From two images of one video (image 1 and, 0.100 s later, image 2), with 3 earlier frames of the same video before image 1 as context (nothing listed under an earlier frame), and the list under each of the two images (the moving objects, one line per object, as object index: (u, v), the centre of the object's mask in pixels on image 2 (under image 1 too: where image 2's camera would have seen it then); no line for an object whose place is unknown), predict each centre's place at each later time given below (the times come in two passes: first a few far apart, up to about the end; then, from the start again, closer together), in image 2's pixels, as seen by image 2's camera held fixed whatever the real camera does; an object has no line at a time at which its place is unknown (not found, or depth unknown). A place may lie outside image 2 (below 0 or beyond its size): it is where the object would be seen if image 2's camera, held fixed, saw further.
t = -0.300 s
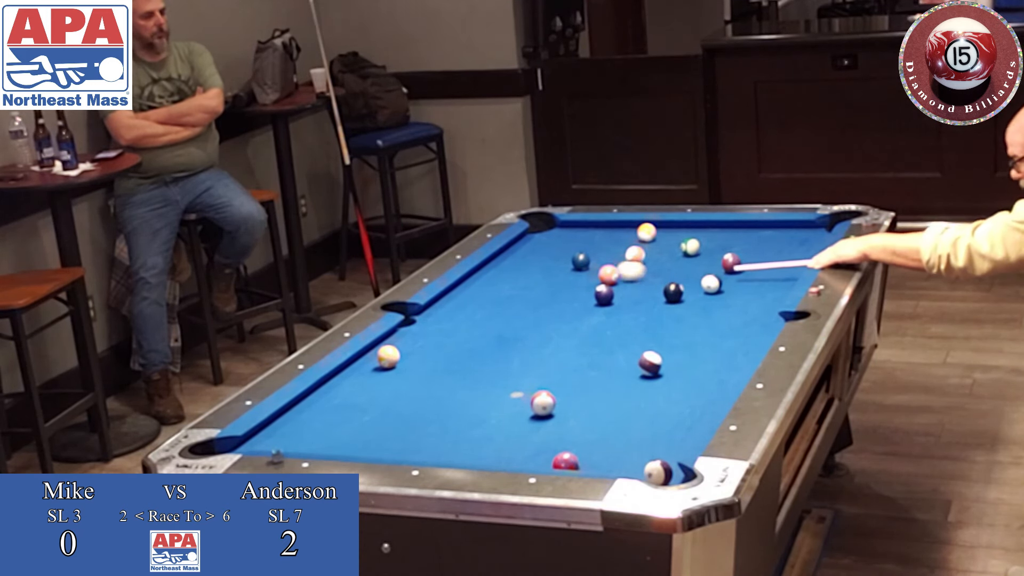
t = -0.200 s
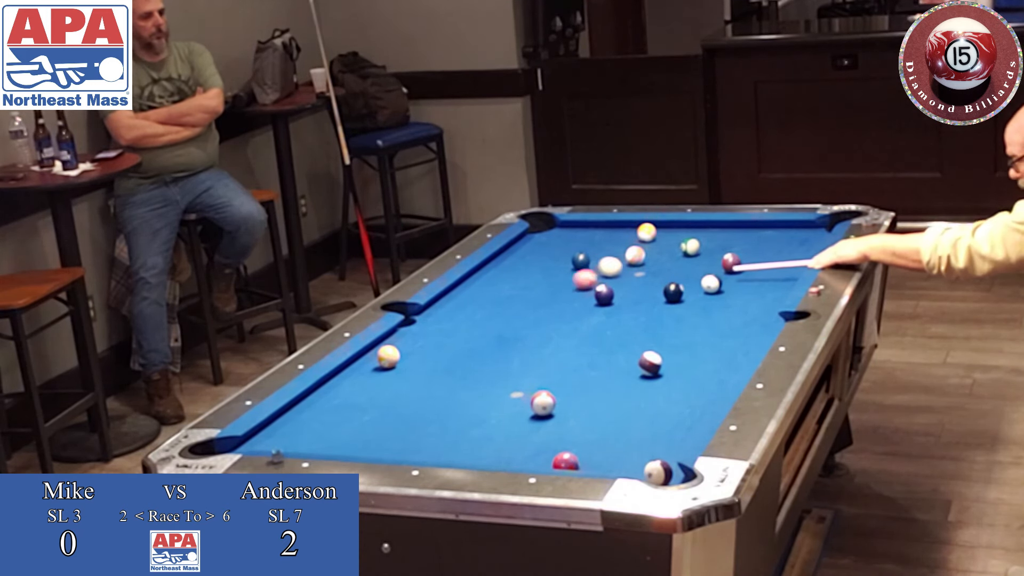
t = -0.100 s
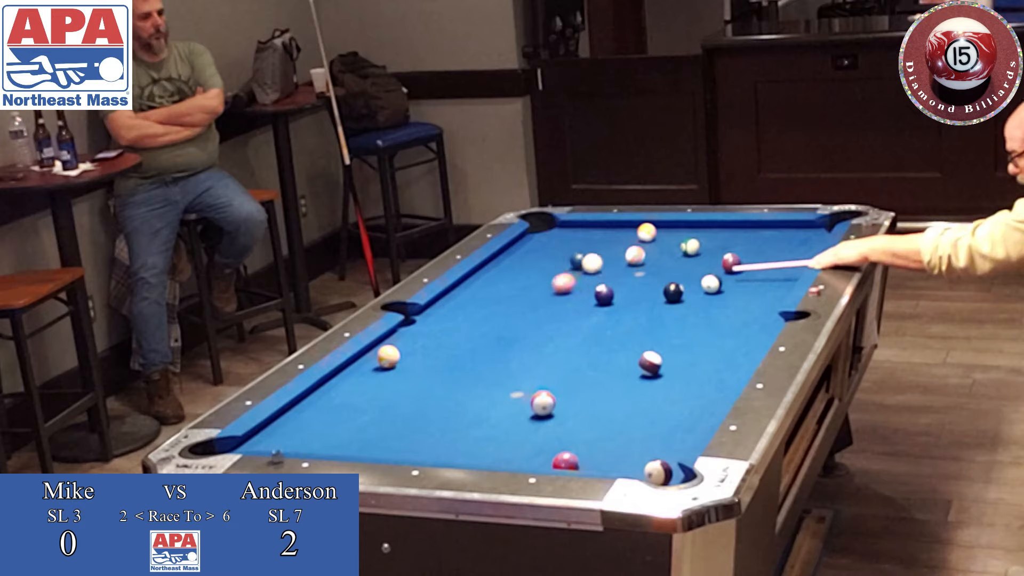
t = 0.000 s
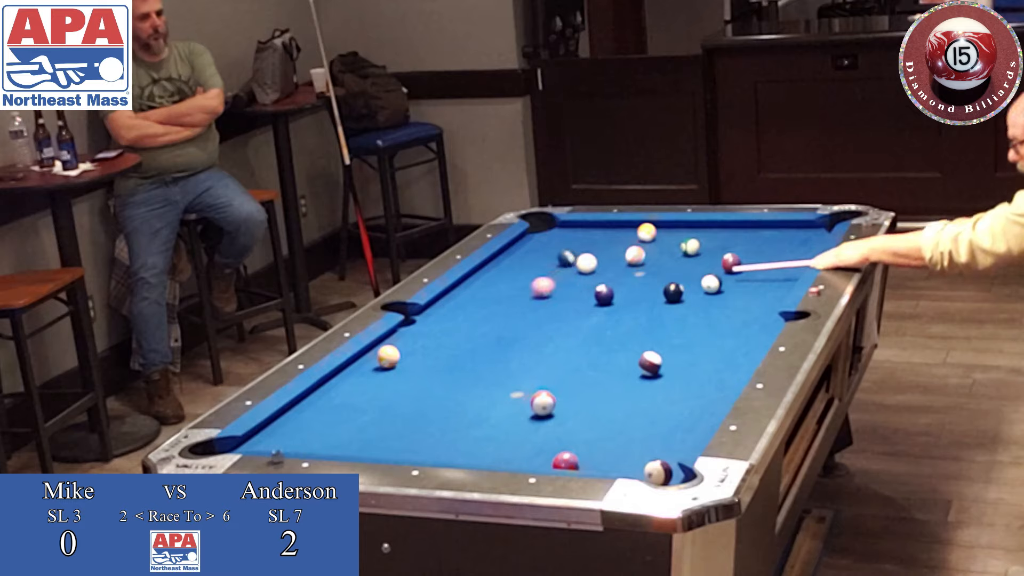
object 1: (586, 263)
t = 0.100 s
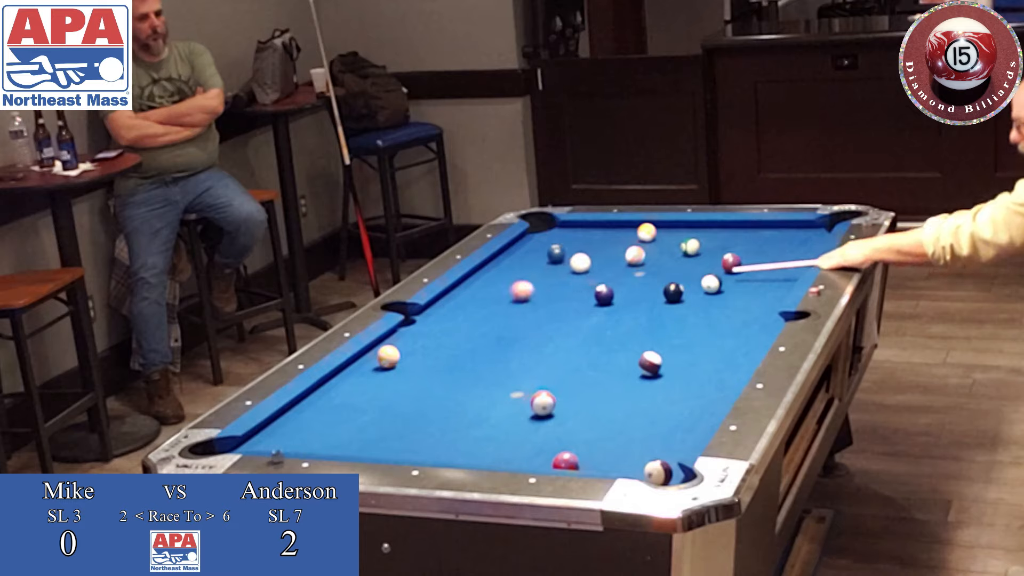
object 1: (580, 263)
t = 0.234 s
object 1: (572, 263)
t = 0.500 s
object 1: (557, 262)
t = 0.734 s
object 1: (546, 261)
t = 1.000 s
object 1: (535, 261)
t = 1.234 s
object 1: (526, 261)
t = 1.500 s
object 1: (519, 260)
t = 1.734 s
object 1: (515, 260)
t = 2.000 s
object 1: (511, 259)
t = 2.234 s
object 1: (509, 259)
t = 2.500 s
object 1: (508, 259)
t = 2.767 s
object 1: (508, 259)
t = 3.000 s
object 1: (508, 259)
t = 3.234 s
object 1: (508, 259)
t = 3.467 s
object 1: (508, 259)
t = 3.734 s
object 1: (508, 259)
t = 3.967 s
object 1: (508, 259)
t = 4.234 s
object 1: (508, 259)
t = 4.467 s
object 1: (508, 259)
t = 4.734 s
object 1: (508, 259)
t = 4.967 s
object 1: (508, 259)
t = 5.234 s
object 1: (508, 259)
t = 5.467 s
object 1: (508, 259)
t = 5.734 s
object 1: (508, 259)
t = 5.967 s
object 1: (508, 259)
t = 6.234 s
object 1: (508, 259)
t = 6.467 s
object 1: (508, 259)
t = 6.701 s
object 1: (508, 259)
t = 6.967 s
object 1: (508, 259)
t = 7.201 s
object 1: (508, 259)
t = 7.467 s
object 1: (508, 259)
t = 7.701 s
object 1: (508, 259)
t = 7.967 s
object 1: (508, 259)
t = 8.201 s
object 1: (508, 259)
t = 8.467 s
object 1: (508, 259)
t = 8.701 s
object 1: (508, 259)
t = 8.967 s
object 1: (508, 259)
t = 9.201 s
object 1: (508, 259)
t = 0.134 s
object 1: (578, 263)
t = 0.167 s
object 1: (576, 263)
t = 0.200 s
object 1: (574, 263)
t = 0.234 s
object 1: (572, 263)
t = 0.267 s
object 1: (570, 263)
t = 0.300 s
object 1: (568, 262)
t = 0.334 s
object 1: (567, 262)
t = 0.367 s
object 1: (565, 262)
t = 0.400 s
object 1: (563, 262)
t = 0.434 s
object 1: (561, 262)
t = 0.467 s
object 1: (559, 262)
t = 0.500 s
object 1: (557, 262)
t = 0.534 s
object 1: (556, 262)
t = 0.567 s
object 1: (554, 262)
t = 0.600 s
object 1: (552, 262)
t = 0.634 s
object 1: (551, 262)
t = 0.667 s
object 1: (549, 262)
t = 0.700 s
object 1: (548, 262)
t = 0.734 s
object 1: (546, 261)
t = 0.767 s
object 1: (545, 262)
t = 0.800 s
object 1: (543, 262)
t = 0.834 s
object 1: (542, 261)
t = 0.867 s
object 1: (540, 261)
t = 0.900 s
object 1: (539, 262)
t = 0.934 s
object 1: (537, 261)
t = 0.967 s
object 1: (536, 261)
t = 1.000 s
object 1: (535, 261)
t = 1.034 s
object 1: (533, 261)
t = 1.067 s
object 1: (532, 261)
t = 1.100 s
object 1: (531, 261)
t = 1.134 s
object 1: (530, 261)
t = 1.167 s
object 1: (528, 261)
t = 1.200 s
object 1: (527, 261)
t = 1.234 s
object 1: (526, 261)
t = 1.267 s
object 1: (525, 261)
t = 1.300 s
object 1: (524, 261)
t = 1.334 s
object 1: (523, 261)
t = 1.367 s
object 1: (523, 261)
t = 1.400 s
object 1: (522, 261)
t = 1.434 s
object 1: (521, 261)
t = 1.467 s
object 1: (520, 261)
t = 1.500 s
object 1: (519, 260)
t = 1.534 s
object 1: (519, 260)
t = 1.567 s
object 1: (518, 260)
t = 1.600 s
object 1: (517, 260)
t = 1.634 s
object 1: (517, 260)
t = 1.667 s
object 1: (516, 260)
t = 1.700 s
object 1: (516, 260)
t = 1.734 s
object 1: (515, 260)
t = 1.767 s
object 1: (515, 260)
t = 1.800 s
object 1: (514, 260)
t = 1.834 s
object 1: (514, 259)
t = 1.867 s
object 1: (513, 259)
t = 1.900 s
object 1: (512, 259)
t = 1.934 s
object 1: (512, 259)
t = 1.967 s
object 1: (512, 259)
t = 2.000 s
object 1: (511, 259)
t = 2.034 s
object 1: (511, 259)
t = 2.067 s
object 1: (510, 259)
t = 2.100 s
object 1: (510, 259)
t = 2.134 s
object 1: (510, 259)
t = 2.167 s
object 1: (509, 259)
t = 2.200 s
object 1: (509, 259)
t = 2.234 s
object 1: (509, 259)
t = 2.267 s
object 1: (509, 259)
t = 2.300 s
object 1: (508, 259)
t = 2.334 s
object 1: (508, 259)
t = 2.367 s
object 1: (508, 259)
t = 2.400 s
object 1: (508, 259)
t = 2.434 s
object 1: (508, 259)
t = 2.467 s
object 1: (508, 259)
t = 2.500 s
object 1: (508, 259)
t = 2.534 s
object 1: (508, 259)
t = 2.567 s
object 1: (508, 259)
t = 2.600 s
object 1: (508, 259)
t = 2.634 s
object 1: (508, 259)
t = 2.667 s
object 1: (508, 259)
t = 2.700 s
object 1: (508, 259)
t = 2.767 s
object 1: (508, 259)
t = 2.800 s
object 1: (508, 259)
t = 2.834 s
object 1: (508, 259)
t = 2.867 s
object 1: (508, 259)
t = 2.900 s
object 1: (508, 259)
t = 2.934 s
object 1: (508, 259)
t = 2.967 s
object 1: (508, 259)
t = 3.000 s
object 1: (508, 259)
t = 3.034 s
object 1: (508, 259)
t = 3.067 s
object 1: (508, 259)
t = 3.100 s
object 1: (508, 259)
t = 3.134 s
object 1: (508, 259)
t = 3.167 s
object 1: (508, 259)
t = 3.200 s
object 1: (508, 259)
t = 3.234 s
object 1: (508, 259)
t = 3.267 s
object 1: (508, 259)
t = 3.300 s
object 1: (508, 259)
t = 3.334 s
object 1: (508, 259)
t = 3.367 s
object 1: (508, 259)
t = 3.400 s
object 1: (508, 259)
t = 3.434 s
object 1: (508, 259)
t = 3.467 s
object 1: (508, 259)
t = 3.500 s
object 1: (508, 259)
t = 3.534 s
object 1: (508, 259)
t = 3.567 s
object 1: (508, 259)
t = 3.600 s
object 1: (508, 259)
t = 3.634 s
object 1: (508, 259)
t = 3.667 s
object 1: (508, 259)
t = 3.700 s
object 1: (508, 259)
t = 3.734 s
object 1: (508, 259)
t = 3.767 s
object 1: (508, 259)
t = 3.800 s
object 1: (508, 259)
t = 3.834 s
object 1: (508, 259)
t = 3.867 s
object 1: (508, 259)
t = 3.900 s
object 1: (508, 259)
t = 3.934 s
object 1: (508, 259)
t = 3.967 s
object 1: (508, 259)
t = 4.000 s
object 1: (508, 259)
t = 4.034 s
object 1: (508, 259)
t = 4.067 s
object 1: (508, 259)
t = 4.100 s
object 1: (508, 259)
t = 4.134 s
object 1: (508, 259)
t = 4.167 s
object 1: (508, 259)
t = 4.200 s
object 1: (508, 259)
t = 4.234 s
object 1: (508, 259)
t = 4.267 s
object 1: (508, 259)
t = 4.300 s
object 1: (508, 259)
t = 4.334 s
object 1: (508, 259)
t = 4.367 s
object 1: (508, 259)
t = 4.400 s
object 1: (508, 259)
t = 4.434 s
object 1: (508, 259)
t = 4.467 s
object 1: (508, 259)
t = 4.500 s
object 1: (508, 259)
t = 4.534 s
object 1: (508, 259)
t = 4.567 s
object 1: (508, 259)
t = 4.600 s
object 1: (508, 259)
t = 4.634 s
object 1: (508, 259)
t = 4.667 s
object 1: (508, 259)
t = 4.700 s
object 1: (508, 259)
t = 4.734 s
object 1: (508, 259)
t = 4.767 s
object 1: (508, 259)
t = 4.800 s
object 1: (508, 259)
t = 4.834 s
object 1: (508, 259)
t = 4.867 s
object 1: (508, 259)
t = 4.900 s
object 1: (508, 259)
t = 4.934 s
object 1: (508, 259)
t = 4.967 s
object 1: (508, 259)
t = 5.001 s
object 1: (508, 259)
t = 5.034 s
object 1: (508, 259)
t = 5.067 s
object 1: (508, 259)
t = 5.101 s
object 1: (508, 259)
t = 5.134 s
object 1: (508, 259)
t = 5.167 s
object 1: (508, 259)
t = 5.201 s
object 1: (508, 259)
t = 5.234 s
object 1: (508, 259)
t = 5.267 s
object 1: (508, 259)
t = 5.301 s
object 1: (508, 259)
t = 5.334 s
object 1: (508, 259)
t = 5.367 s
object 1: (508, 259)
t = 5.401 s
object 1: (508, 259)
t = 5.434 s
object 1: (508, 259)
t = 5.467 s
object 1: (508, 259)
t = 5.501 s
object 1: (508, 259)
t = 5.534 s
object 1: (508, 259)
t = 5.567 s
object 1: (508, 259)
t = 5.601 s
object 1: (508, 259)
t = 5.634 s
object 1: (508, 259)
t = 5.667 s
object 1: (508, 259)
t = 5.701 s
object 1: (508, 259)
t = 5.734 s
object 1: (508, 259)
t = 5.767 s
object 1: (508, 259)
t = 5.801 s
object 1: (508, 259)
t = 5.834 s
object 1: (508, 259)
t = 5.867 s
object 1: (508, 259)
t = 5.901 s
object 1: (508, 259)
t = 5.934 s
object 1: (508, 259)
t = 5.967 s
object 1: (508, 259)
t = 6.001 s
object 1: (508, 259)
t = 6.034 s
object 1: (508, 259)
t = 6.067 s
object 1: (508, 259)
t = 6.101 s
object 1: (508, 259)
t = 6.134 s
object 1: (508, 259)
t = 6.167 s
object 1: (508, 259)
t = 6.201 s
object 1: (508, 259)
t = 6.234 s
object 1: (508, 259)
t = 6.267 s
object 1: (508, 259)
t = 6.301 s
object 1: (508, 259)
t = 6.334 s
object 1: (508, 259)
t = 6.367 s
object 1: (508, 259)
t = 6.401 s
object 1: (508, 259)
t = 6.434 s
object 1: (508, 259)
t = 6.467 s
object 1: (508, 259)
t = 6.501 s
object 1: (508, 259)
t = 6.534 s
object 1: (508, 259)
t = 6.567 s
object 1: (508, 259)
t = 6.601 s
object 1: (508, 259)
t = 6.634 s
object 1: (508, 259)
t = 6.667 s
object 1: (508, 259)
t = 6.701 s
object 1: (508, 259)
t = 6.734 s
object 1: (508, 259)
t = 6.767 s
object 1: (508, 259)
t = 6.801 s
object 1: (508, 259)
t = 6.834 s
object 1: (508, 259)
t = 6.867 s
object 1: (508, 259)
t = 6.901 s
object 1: (508, 259)
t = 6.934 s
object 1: (508, 259)
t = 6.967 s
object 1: (508, 259)
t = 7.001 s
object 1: (508, 259)
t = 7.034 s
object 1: (508, 259)
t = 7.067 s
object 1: (508, 259)
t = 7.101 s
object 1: (508, 259)
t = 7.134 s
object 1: (508, 259)
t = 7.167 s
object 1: (508, 259)
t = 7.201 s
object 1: (508, 259)
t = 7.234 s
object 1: (508, 259)
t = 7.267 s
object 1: (508, 259)
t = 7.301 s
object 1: (508, 259)
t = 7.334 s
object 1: (508, 259)
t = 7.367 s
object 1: (508, 259)
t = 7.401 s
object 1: (508, 259)
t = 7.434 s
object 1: (508, 259)
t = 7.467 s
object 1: (508, 259)
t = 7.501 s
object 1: (508, 259)
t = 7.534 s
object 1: (508, 259)
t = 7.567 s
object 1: (508, 259)
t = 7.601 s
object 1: (508, 259)
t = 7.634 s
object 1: (508, 259)
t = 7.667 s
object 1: (508, 259)
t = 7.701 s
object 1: (508, 259)
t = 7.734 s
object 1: (508, 259)
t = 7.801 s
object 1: (508, 259)
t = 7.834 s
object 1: (508, 259)
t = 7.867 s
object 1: (508, 259)
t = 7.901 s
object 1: (508, 259)
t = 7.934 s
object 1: (508, 259)
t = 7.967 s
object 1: (508, 259)
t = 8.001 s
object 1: (508, 259)
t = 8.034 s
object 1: (508, 259)
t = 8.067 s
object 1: (508, 259)
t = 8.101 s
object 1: (508, 259)
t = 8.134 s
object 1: (508, 259)
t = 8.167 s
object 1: (508, 259)
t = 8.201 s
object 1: (508, 259)
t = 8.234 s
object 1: (508, 259)
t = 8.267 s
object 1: (508, 259)
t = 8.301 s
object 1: (508, 259)
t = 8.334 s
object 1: (508, 259)
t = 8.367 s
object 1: (508, 259)
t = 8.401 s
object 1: (508, 259)
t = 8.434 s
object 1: (508, 259)
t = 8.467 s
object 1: (508, 259)
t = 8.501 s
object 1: (508, 259)
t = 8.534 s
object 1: (508, 259)
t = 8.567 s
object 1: (508, 259)
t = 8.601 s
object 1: (508, 259)
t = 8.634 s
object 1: (508, 259)
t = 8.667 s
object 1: (508, 259)
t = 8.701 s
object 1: (508, 259)
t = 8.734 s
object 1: (508, 259)
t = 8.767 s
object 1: (508, 259)
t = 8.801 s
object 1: (508, 259)
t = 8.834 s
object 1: (508, 259)
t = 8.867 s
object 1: (508, 259)
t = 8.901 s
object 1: (508, 259)
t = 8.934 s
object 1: (508, 259)
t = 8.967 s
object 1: (508, 259)
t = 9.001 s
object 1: (508, 259)
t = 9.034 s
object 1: (508, 259)
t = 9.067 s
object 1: (508, 259)
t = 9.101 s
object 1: (508, 259)
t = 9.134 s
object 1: (508, 259)
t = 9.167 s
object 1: (508, 259)
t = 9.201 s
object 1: (508, 259)
